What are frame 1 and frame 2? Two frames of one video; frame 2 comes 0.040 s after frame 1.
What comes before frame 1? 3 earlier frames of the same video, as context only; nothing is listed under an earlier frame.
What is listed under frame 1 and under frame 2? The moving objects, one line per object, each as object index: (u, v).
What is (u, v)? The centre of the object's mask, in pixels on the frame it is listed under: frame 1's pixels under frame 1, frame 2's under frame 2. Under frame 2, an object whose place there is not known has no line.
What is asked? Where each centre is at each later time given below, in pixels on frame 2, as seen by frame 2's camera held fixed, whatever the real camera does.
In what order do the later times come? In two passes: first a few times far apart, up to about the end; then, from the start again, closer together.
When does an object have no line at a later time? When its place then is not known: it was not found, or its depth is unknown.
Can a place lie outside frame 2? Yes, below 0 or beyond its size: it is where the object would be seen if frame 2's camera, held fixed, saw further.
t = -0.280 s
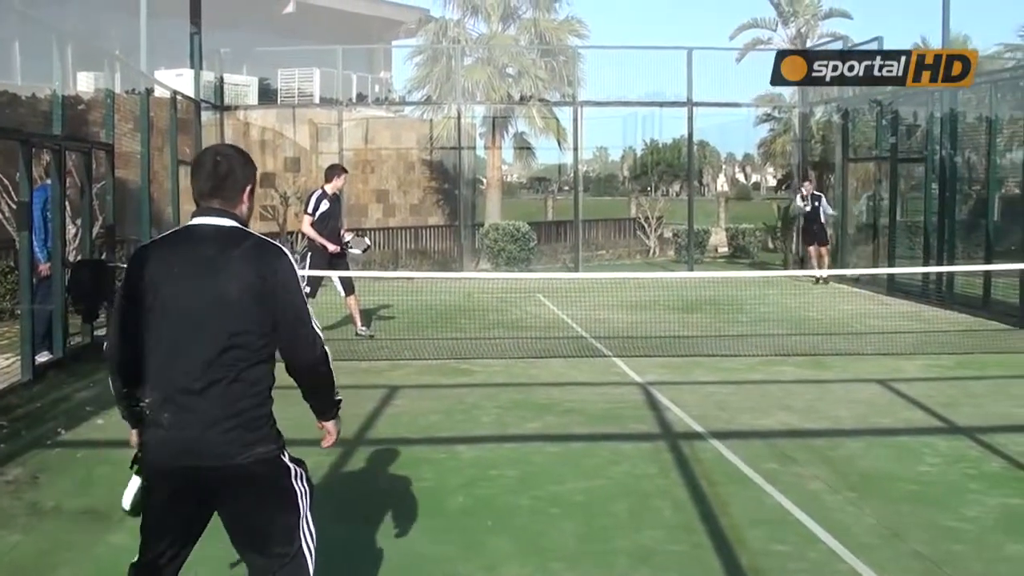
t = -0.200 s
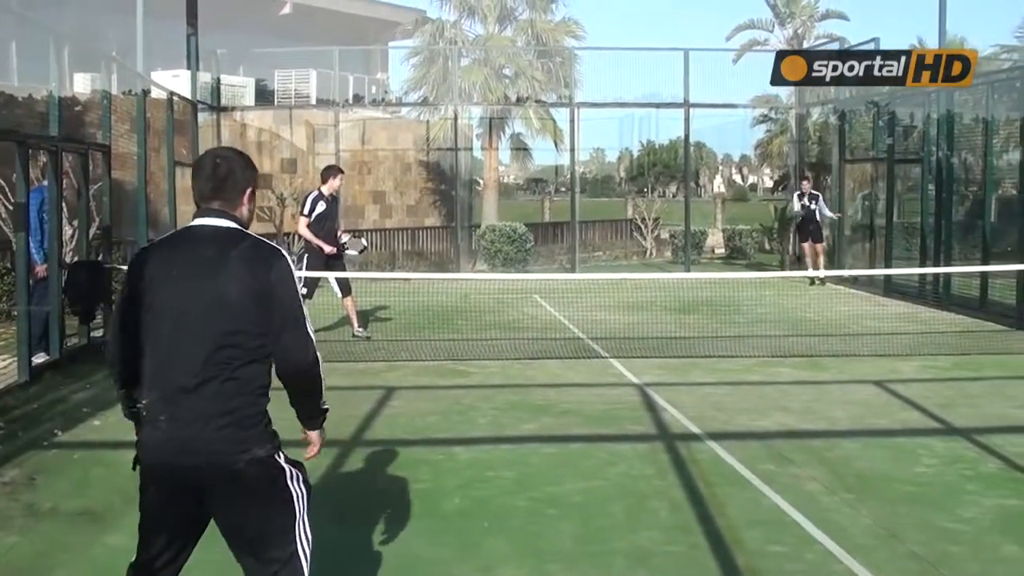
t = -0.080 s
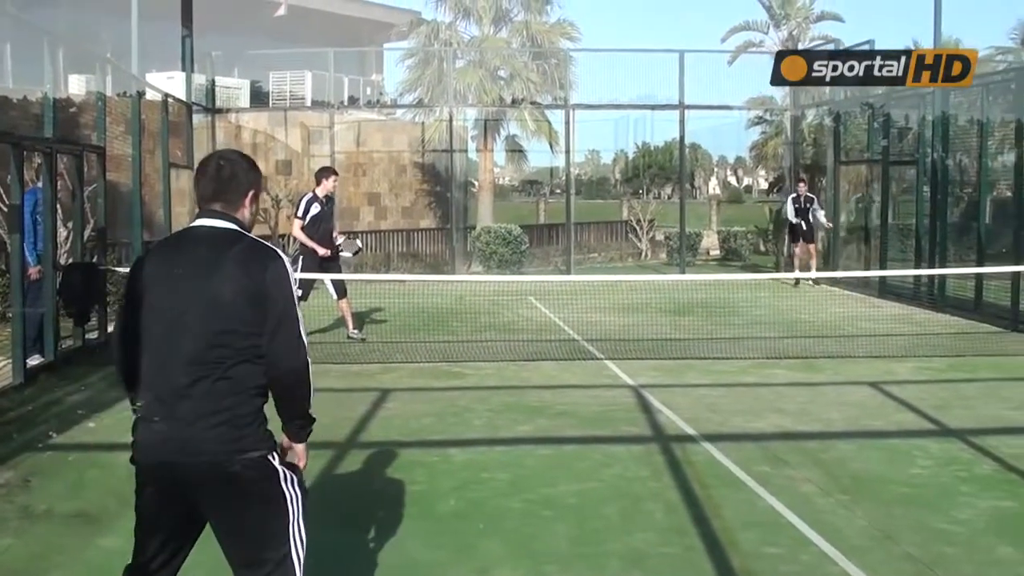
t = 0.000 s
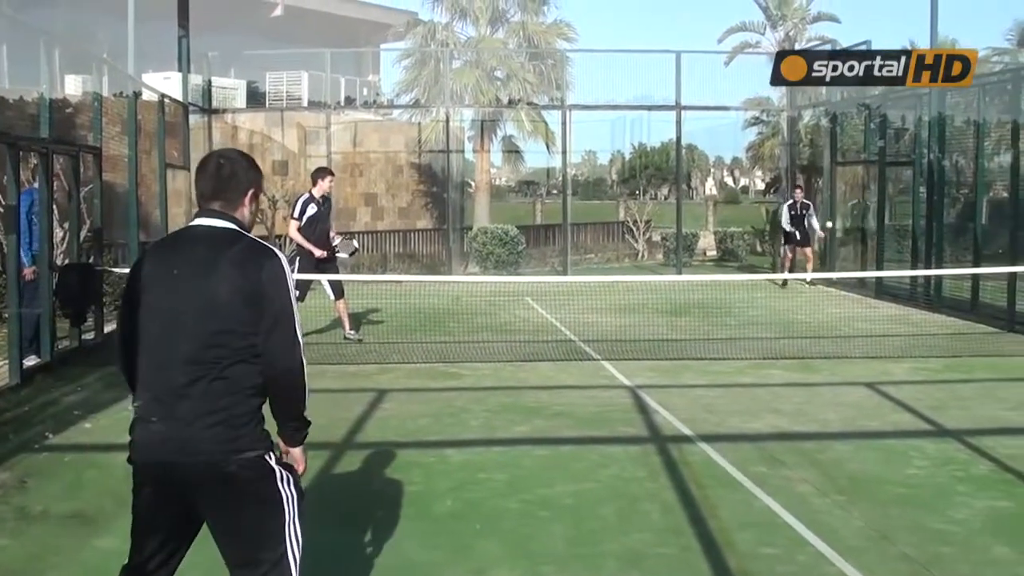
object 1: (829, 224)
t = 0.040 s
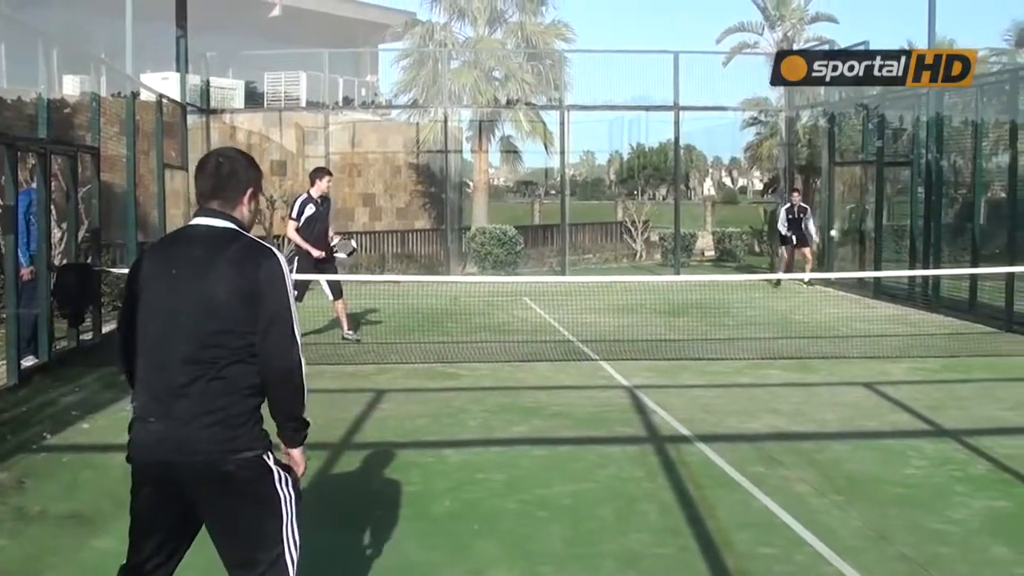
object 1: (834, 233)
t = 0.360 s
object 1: (891, 390)
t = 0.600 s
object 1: (931, 341)
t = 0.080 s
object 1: (839, 243)
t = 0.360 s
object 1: (891, 390)
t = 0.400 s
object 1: (898, 389)
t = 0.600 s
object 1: (931, 341)
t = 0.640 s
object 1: (938, 337)
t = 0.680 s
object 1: (945, 336)
